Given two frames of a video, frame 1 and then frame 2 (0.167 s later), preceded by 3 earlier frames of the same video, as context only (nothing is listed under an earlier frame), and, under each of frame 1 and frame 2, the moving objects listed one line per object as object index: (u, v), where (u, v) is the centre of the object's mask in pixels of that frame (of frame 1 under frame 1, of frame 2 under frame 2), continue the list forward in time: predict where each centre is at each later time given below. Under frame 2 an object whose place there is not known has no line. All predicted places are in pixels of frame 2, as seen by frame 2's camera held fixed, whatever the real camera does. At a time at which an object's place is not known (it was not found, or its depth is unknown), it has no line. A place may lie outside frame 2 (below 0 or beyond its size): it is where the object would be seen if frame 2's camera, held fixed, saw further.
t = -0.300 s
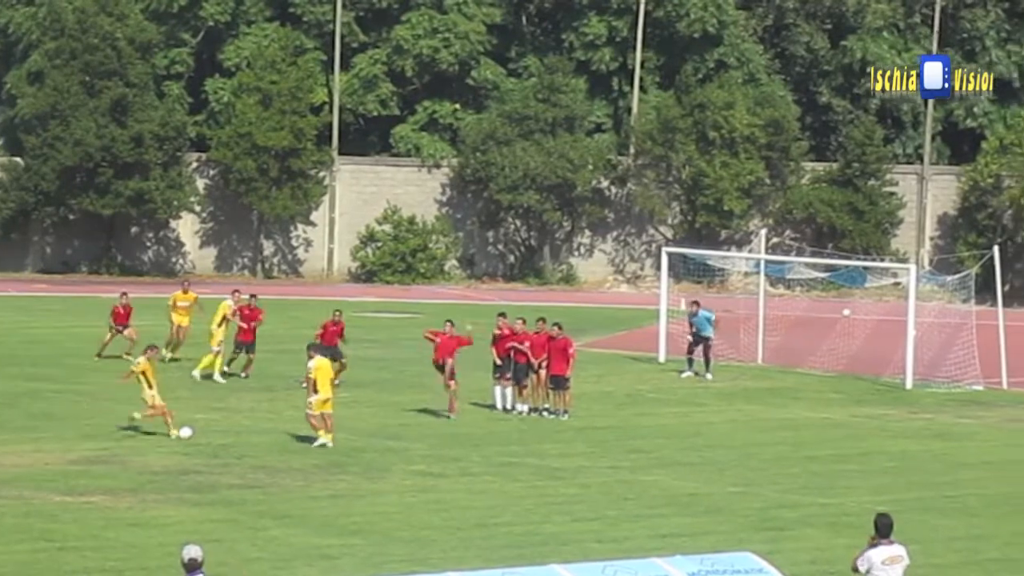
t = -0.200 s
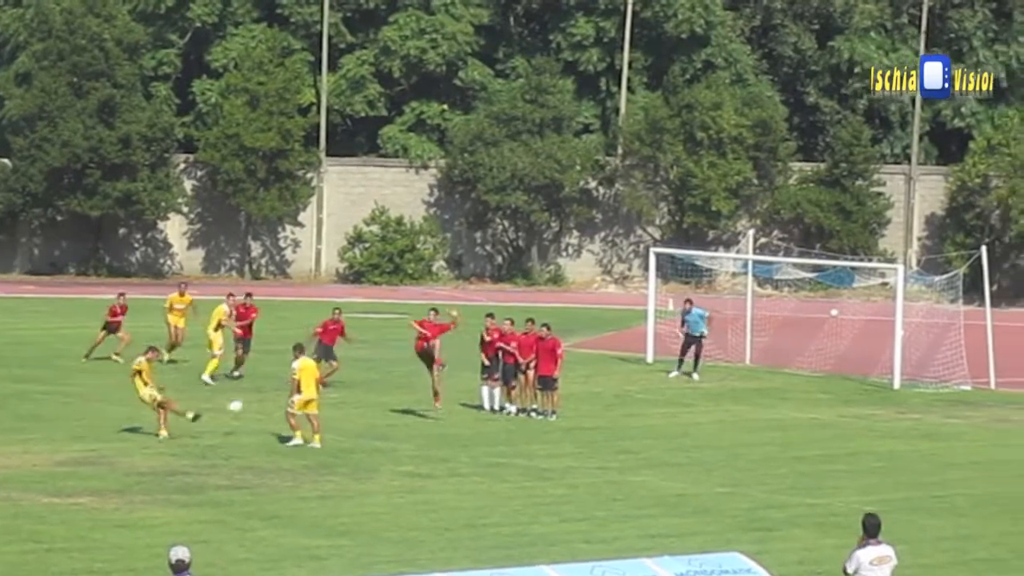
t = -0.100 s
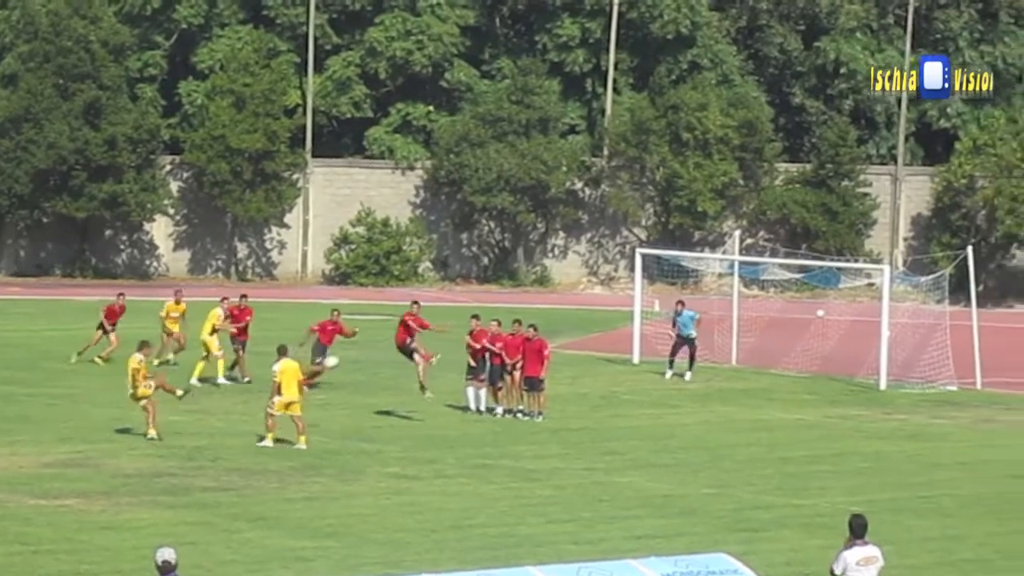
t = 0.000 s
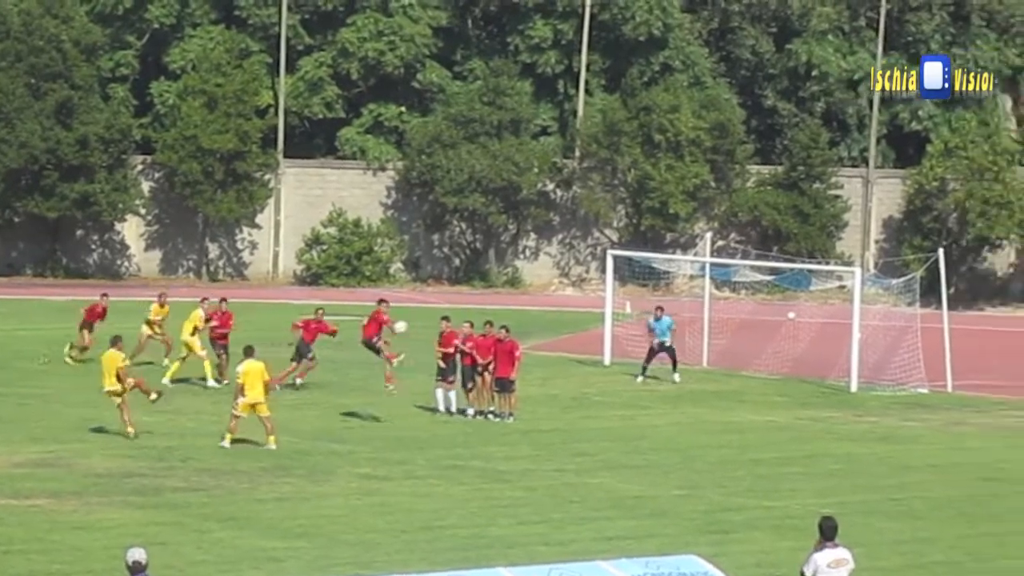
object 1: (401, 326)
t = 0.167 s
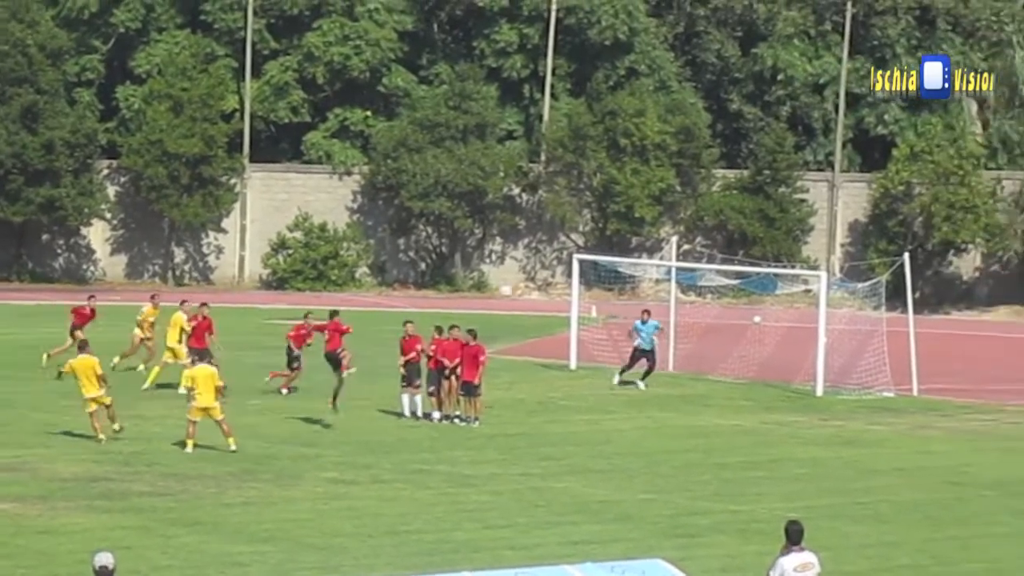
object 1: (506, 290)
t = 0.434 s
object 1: (681, 265)
